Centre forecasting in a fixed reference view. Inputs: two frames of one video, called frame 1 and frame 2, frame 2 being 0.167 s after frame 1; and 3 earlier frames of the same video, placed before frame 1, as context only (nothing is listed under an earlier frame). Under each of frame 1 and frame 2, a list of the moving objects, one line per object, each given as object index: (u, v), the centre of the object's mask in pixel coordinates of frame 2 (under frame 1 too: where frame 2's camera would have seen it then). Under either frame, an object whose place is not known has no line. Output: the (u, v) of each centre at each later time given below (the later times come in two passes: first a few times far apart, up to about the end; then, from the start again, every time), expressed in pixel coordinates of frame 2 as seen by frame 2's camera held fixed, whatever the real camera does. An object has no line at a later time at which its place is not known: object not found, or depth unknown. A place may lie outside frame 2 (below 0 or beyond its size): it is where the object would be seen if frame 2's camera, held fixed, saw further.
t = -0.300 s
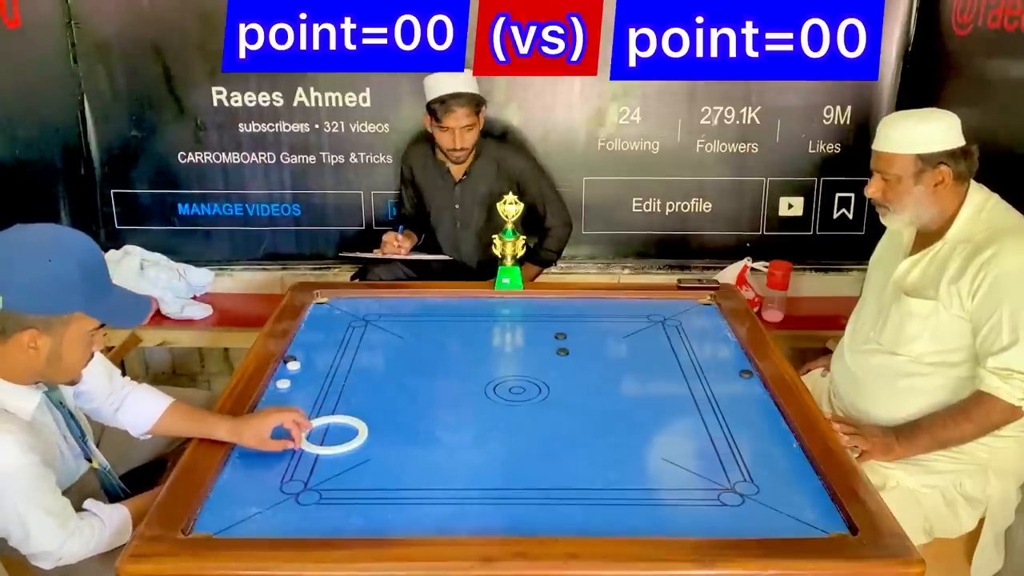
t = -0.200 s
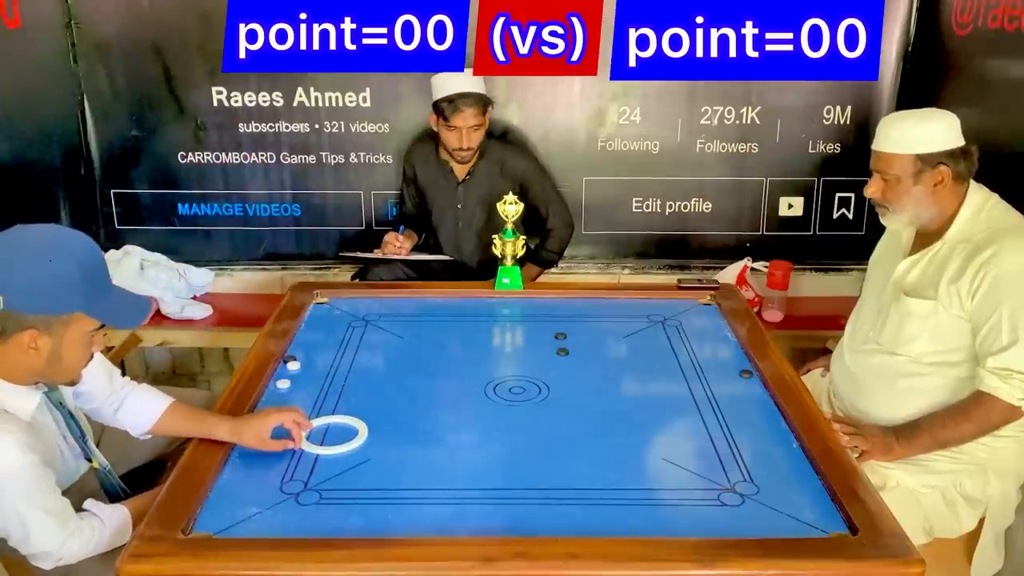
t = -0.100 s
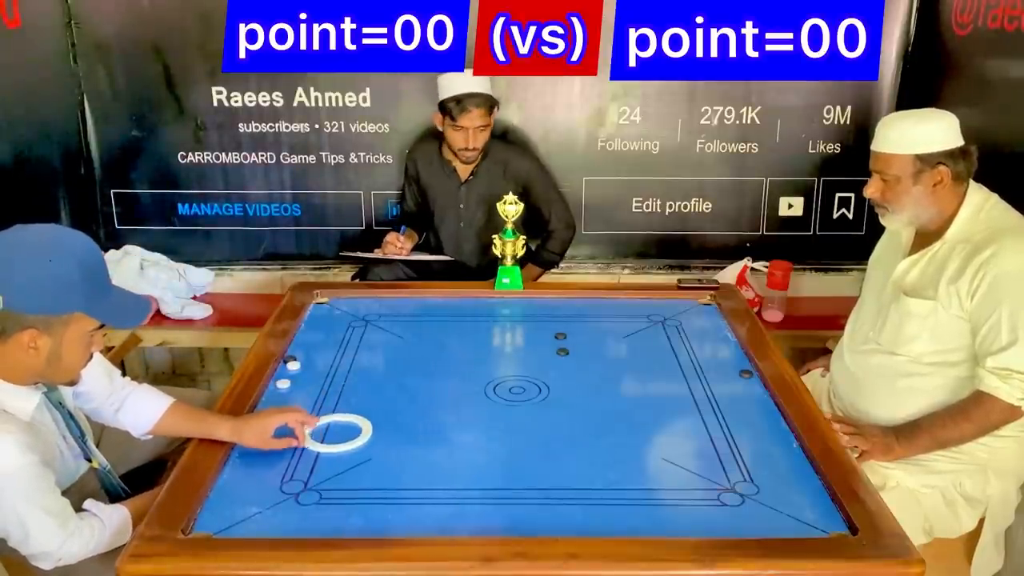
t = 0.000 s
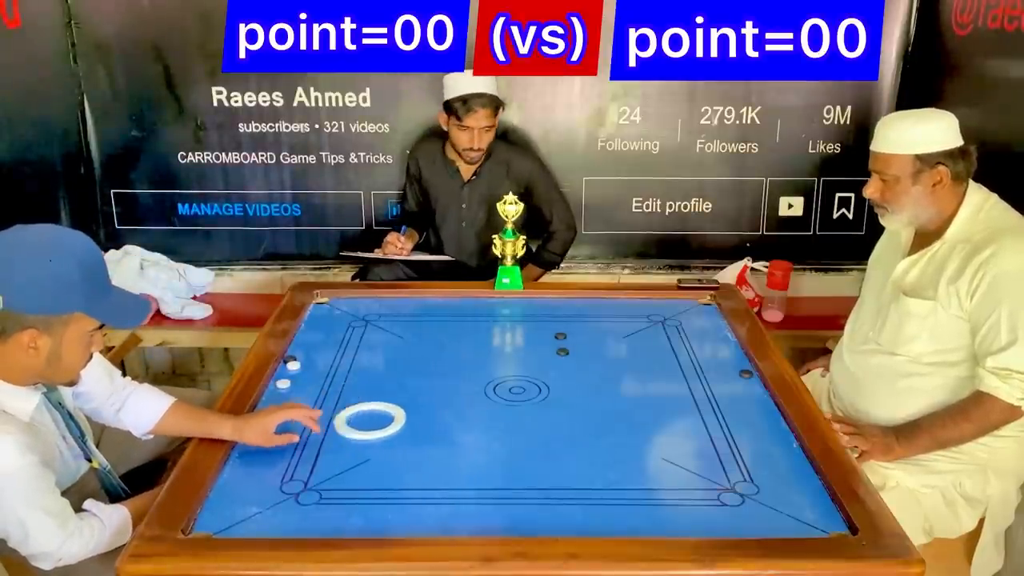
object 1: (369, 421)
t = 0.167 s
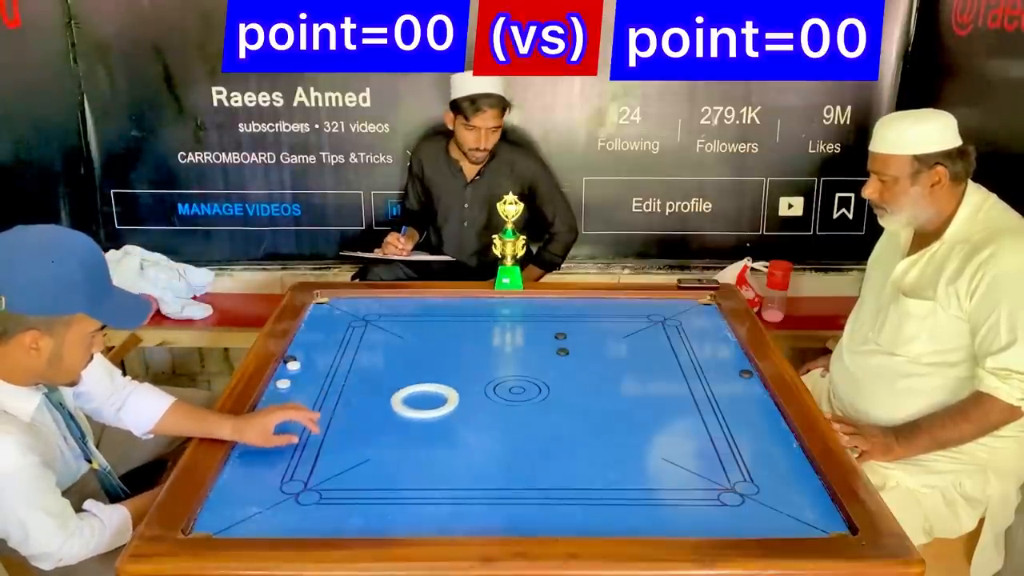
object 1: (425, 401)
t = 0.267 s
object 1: (454, 390)
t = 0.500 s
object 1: (517, 367)
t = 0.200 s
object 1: (435, 397)
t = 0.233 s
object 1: (445, 394)
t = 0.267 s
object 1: (454, 390)
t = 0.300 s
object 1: (464, 387)
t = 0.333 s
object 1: (473, 383)
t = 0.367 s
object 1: (483, 380)
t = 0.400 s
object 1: (492, 376)
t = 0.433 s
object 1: (500, 373)
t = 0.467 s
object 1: (509, 370)
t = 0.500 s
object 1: (517, 367)
